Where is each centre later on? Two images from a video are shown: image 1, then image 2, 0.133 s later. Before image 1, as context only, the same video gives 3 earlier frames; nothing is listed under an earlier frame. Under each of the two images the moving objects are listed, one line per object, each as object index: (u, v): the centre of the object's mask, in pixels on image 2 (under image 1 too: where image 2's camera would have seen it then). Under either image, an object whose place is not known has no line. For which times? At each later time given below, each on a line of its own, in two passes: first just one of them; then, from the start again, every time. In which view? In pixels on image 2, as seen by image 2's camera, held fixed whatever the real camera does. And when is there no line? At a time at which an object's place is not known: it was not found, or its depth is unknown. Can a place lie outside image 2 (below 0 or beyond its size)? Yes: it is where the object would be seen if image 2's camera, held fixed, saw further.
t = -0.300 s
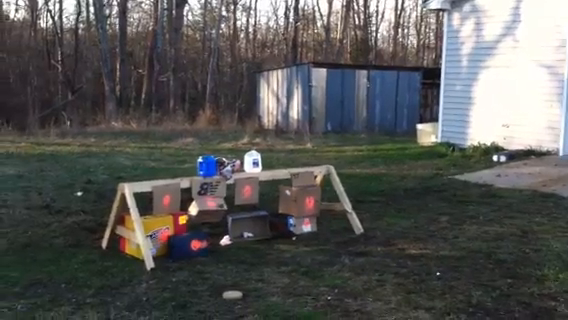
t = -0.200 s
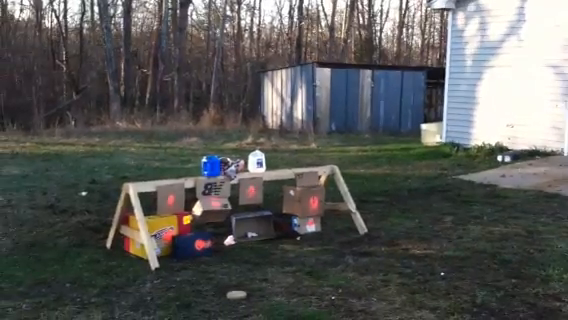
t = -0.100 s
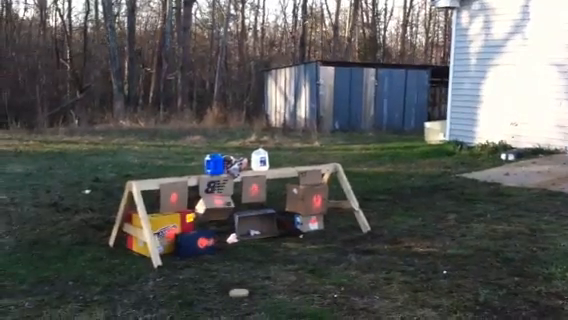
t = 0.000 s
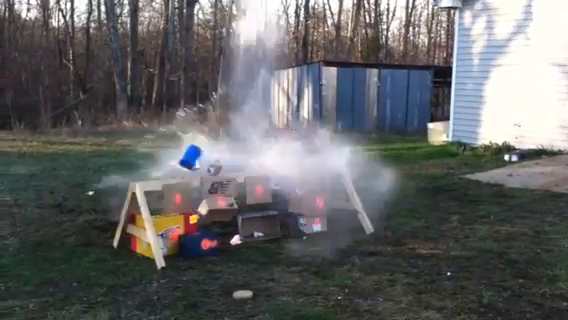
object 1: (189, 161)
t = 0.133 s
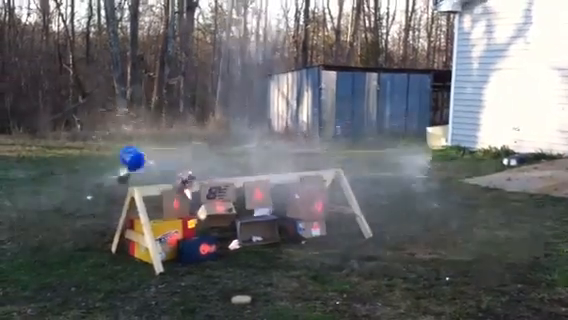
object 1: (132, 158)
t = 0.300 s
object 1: (54, 180)
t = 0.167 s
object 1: (117, 160)
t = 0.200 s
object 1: (101, 163)
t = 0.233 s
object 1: (87, 167)
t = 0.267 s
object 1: (70, 173)
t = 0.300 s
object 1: (54, 180)
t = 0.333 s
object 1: (37, 189)
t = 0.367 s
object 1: (21, 199)
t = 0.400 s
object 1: (4, 212)
